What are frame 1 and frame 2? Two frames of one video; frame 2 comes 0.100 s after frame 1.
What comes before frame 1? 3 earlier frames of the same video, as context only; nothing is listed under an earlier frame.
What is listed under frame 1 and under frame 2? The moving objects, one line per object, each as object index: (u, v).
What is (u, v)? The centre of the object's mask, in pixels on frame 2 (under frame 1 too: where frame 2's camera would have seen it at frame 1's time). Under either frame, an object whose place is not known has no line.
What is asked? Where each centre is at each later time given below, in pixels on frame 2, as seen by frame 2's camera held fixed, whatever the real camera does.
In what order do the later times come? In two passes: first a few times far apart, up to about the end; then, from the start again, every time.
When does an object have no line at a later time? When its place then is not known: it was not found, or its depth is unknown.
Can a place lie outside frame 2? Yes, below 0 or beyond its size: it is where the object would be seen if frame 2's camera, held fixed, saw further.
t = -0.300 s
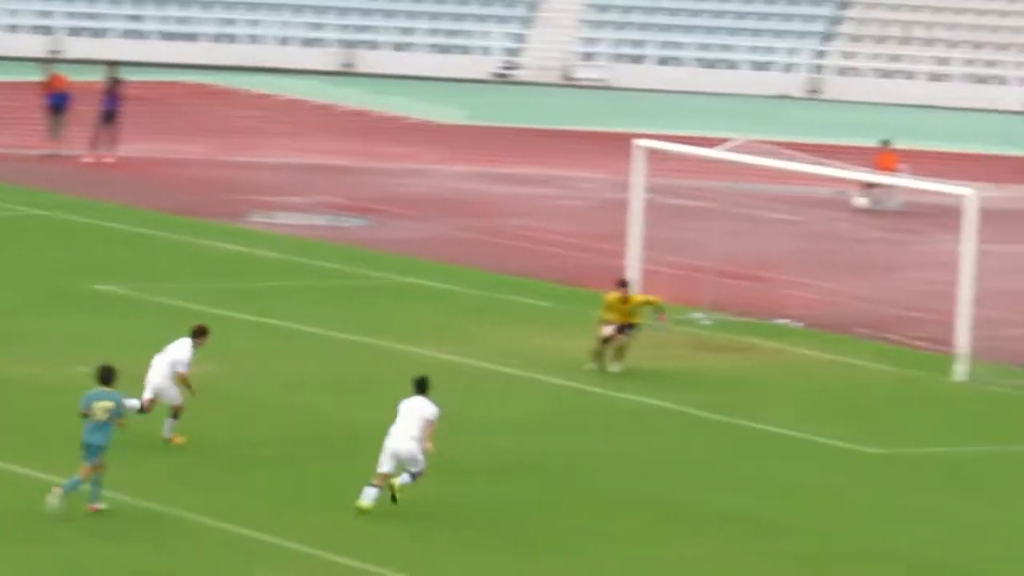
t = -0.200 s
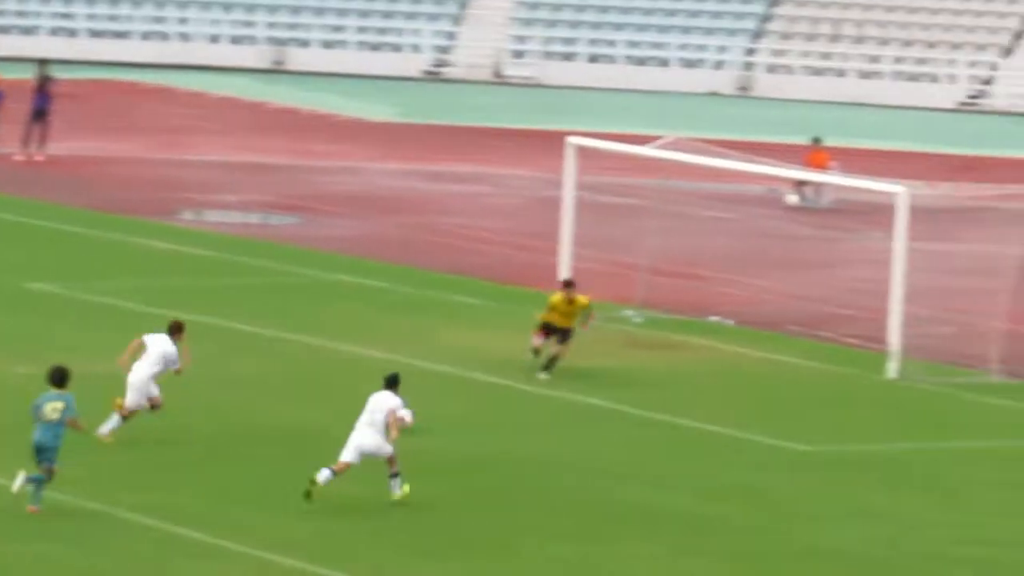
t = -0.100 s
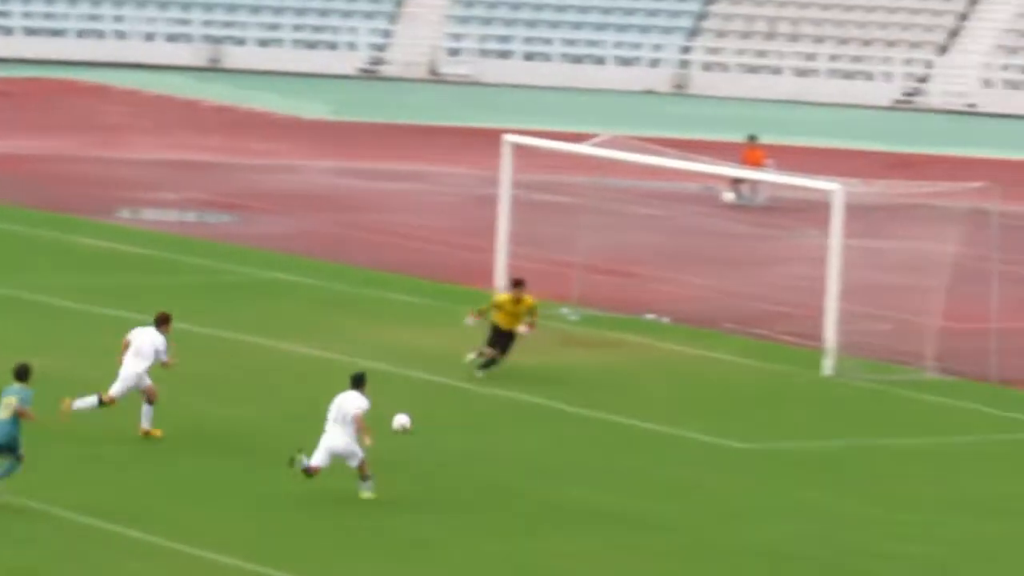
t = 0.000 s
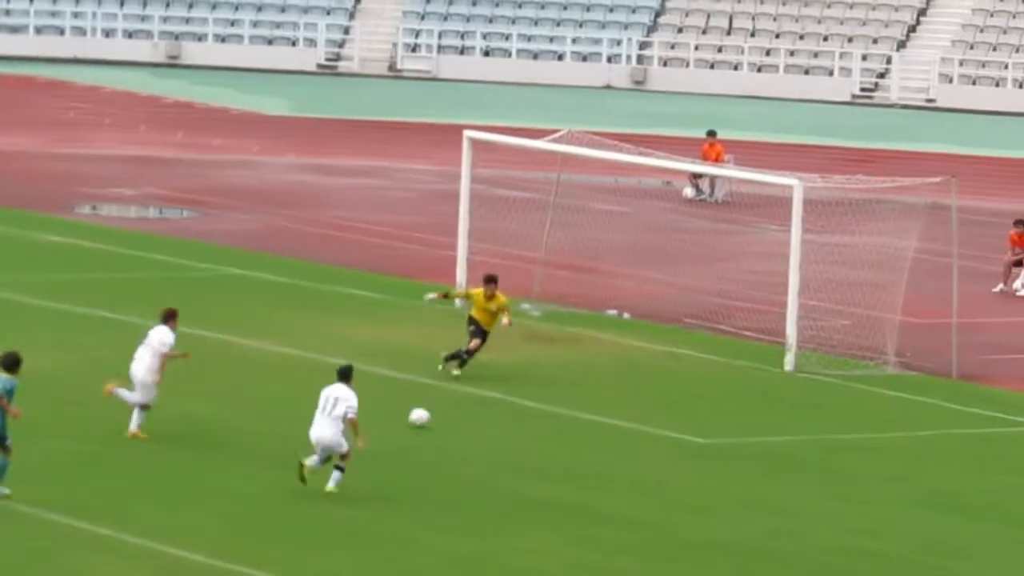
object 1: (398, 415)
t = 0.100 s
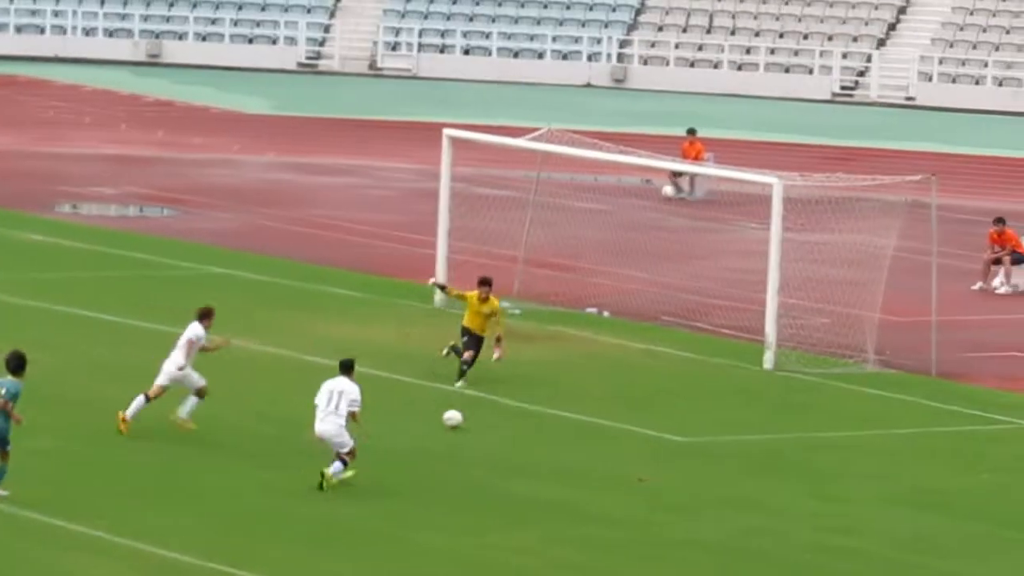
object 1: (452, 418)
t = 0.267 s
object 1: (539, 420)
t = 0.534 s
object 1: (667, 424)
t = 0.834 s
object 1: (802, 428)
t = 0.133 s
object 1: (470, 420)
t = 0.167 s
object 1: (488, 420)
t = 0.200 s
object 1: (505, 420)
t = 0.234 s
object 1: (522, 420)
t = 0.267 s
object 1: (539, 420)
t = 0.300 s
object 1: (556, 422)
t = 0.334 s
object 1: (572, 423)
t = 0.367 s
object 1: (589, 423)
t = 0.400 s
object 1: (605, 423)
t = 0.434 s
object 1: (620, 422)
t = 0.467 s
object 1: (636, 422)
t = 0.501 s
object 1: (652, 422)
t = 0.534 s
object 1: (667, 424)
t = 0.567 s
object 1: (682, 425)
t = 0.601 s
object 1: (698, 425)
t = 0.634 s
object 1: (713, 424)
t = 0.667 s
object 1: (729, 425)
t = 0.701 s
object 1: (743, 424)
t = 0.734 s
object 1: (758, 426)
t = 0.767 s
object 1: (773, 428)
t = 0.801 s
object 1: (787, 428)
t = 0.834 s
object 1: (802, 428)
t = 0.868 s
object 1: (816, 428)
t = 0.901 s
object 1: (830, 429)
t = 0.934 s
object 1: (845, 430)
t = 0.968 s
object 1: (858, 431)
